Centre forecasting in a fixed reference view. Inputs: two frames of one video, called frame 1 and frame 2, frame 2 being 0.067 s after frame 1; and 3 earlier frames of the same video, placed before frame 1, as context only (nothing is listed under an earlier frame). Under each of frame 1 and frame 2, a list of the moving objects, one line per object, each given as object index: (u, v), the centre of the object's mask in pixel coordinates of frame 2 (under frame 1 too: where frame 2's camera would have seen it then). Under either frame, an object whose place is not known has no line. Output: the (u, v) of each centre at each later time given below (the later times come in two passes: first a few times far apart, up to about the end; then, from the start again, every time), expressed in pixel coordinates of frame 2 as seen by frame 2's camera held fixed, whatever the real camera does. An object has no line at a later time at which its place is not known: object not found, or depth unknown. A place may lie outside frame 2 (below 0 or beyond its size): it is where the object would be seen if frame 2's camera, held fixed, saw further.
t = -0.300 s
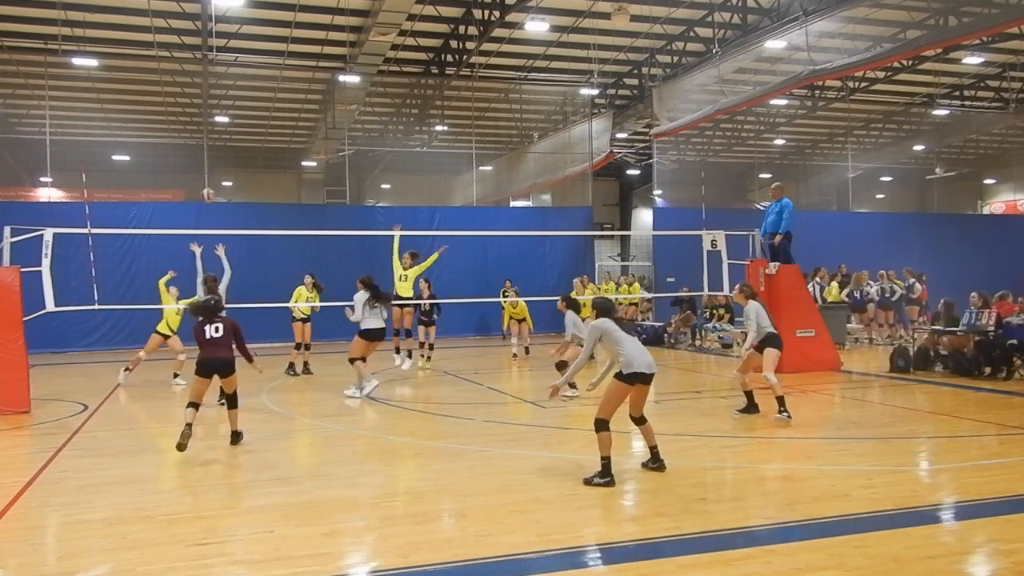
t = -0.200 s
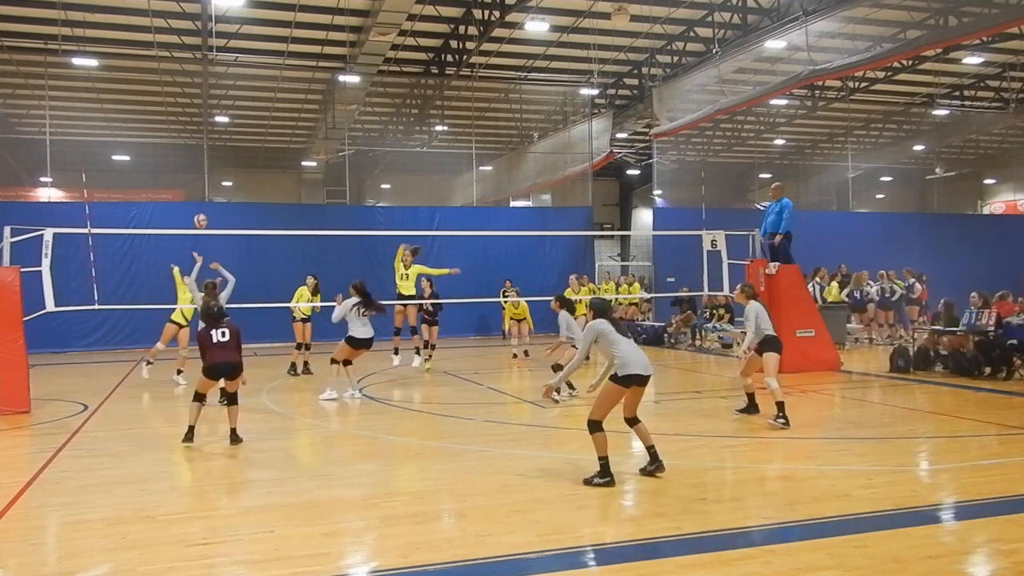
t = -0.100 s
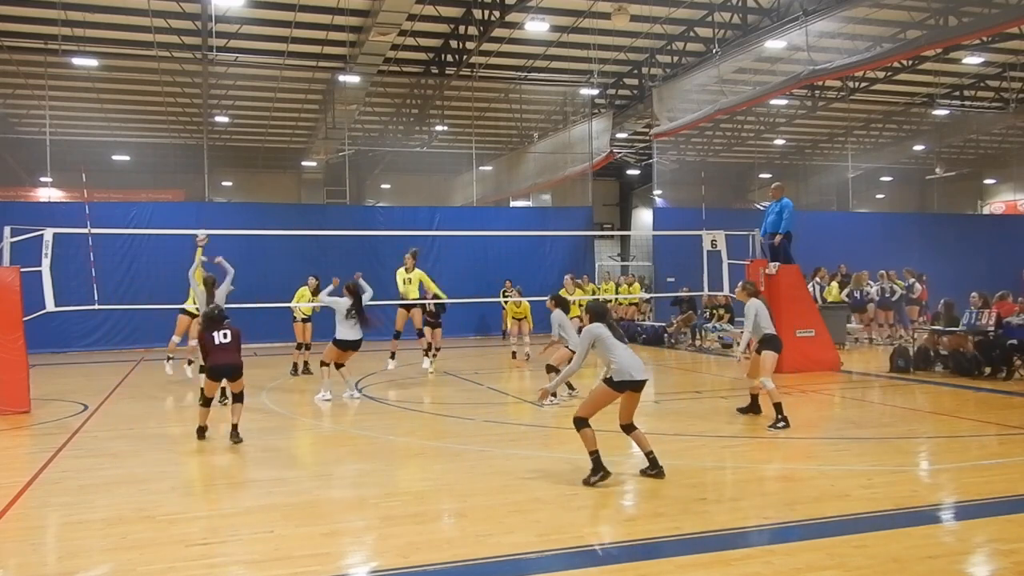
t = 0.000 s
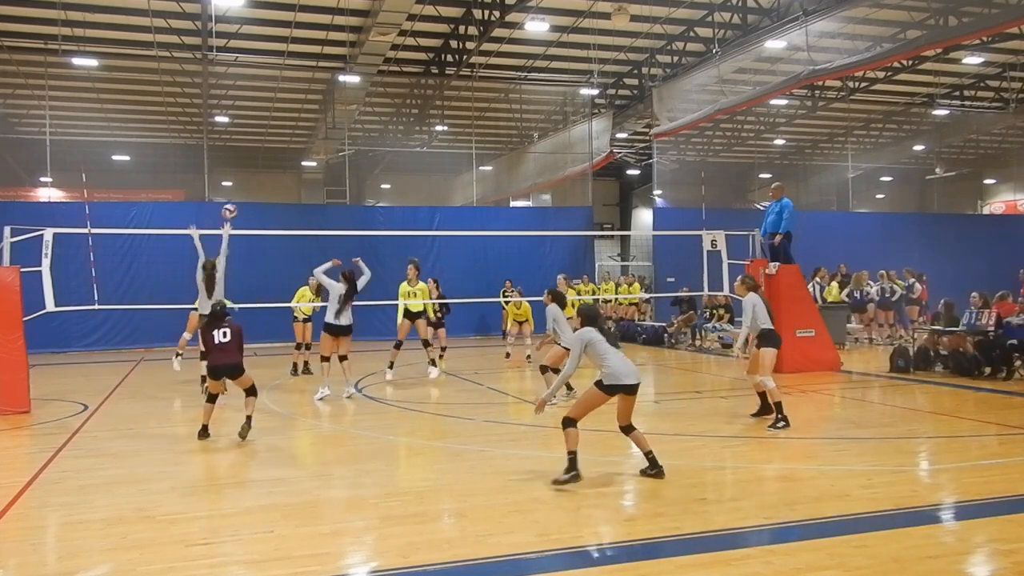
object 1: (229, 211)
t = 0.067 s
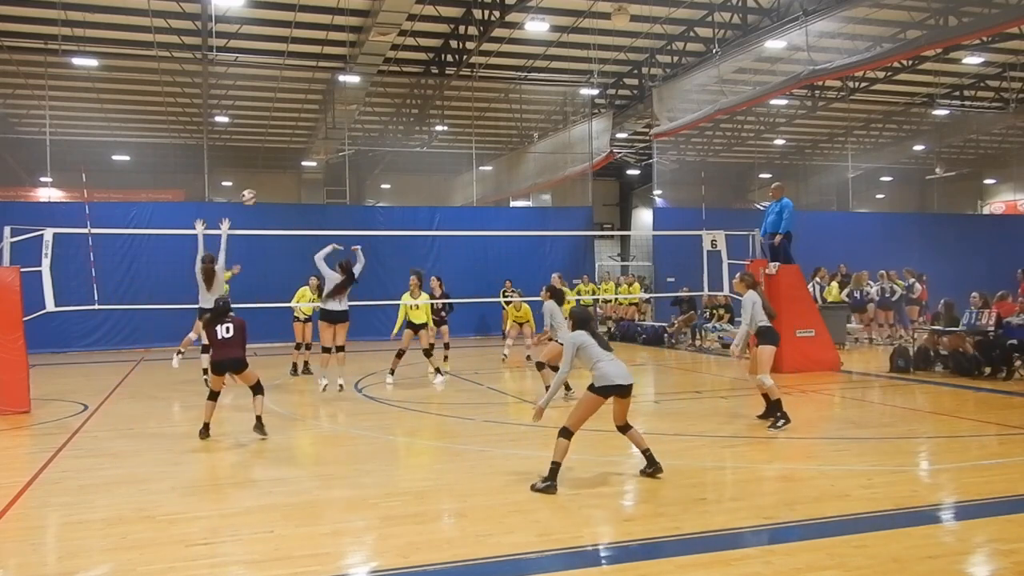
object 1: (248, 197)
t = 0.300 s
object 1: (326, 169)
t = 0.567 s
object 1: (445, 195)
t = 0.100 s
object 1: (258, 190)
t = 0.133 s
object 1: (269, 185)
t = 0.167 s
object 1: (279, 181)
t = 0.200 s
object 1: (291, 176)
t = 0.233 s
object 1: (301, 173)
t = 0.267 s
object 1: (314, 171)
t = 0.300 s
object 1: (326, 169)
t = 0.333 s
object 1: (339, 168)
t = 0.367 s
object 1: (352, 169)
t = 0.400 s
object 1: (366, 170)
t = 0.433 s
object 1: (381, 173)
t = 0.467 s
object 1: (395, 176)
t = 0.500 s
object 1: (411, 181)
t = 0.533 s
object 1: (428, 188)
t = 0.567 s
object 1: (445, 195)
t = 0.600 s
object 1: (463, 205)
